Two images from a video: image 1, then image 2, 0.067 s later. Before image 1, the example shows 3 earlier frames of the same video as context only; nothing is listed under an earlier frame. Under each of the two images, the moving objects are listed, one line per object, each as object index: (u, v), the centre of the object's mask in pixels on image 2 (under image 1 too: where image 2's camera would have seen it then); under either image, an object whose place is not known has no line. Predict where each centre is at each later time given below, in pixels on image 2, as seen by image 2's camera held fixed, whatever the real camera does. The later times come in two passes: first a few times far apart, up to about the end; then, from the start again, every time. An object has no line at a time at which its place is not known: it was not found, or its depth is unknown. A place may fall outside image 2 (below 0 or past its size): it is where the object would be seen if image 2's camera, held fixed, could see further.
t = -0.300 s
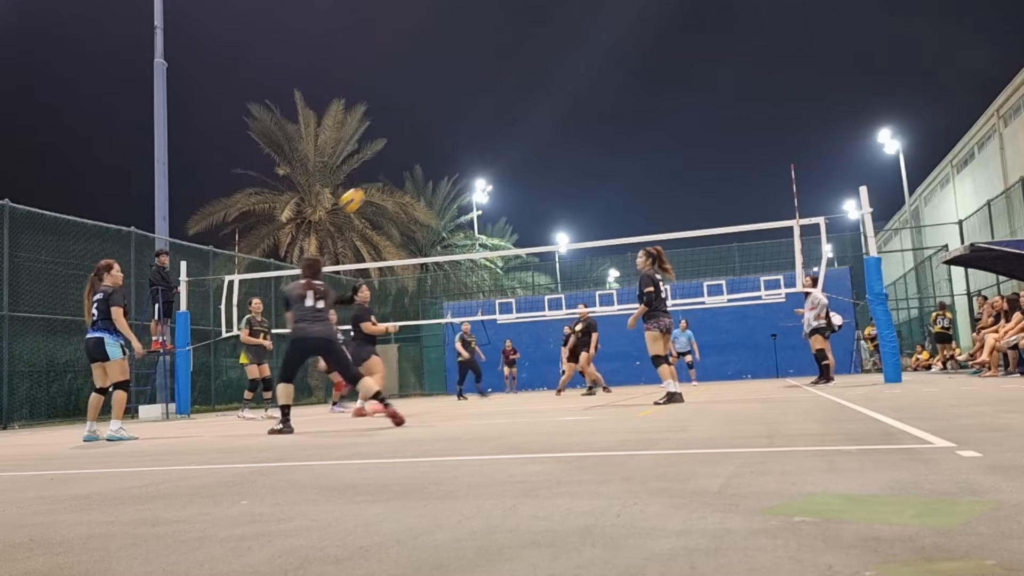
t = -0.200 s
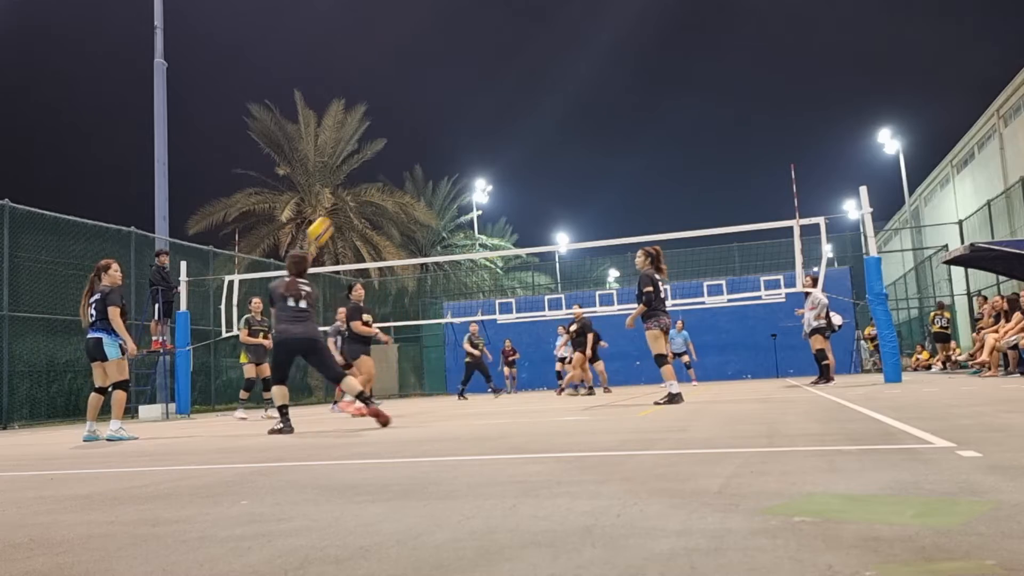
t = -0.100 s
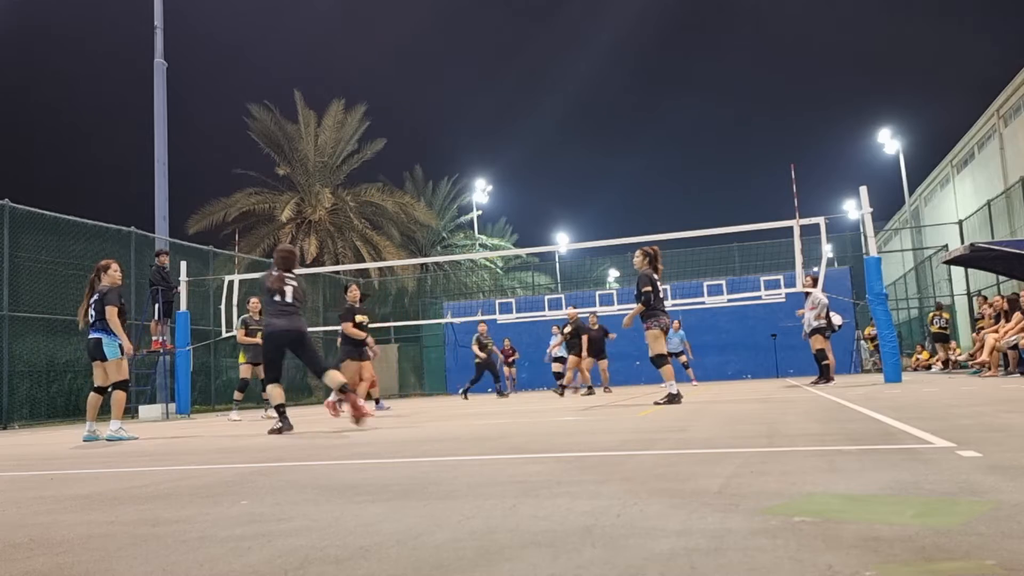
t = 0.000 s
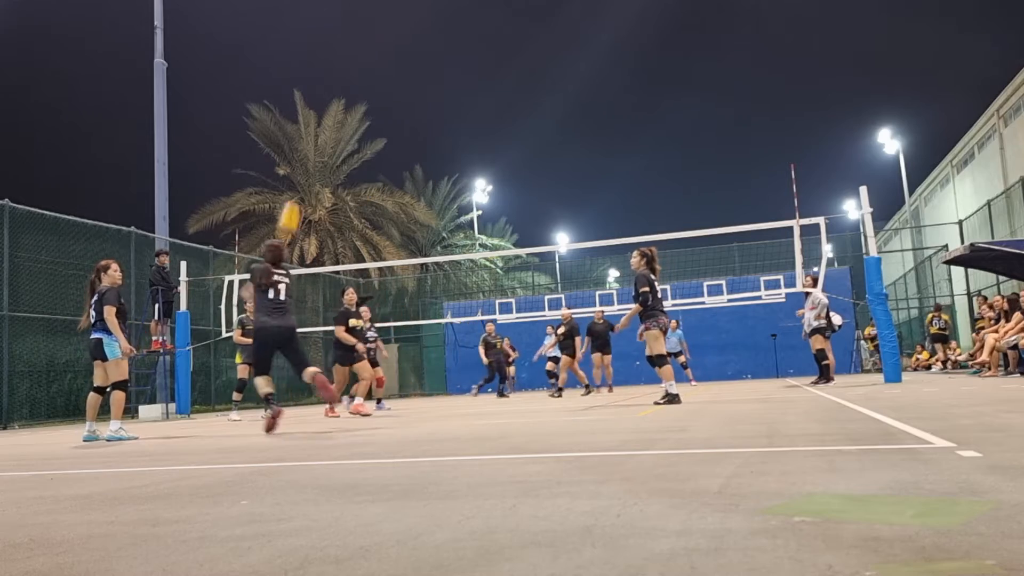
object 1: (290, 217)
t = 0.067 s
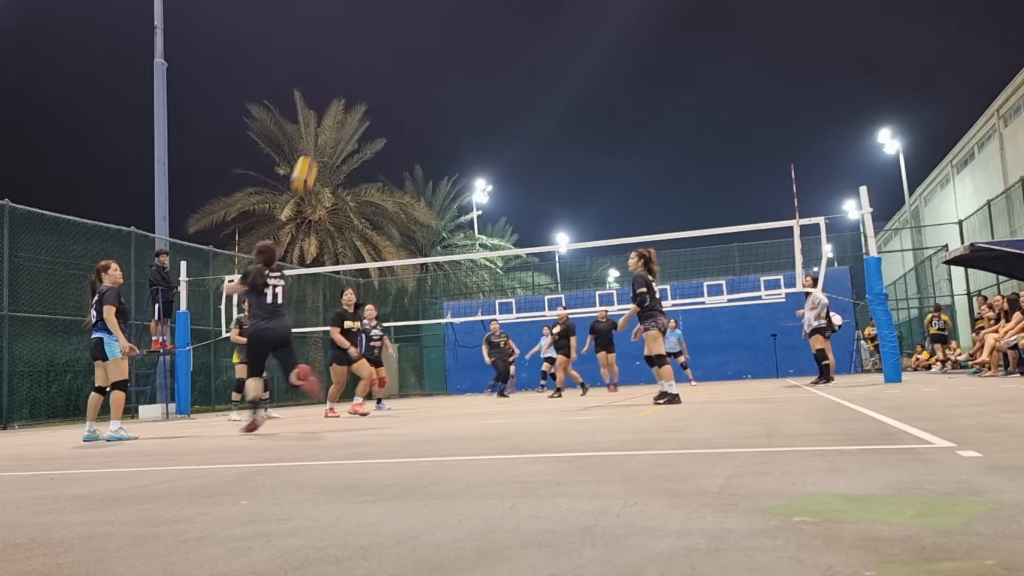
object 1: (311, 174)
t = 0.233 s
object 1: (336, 89)
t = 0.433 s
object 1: (372, 30)
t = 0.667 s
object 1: (401, 14)
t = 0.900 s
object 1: (431, 38)
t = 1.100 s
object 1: (455, 89)
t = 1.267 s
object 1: (473, 150)
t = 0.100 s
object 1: (316, 153)
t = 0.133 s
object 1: (321, 134)
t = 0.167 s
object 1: (325, 115)
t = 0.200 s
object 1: (331, 102)
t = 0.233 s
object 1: (336, 89)
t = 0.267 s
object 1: (346, 73)
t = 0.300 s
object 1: (351, 64)
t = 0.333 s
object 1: (357, 56)
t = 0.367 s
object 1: (361, 46)
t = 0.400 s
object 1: (365, 38)
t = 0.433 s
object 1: (372, 30)
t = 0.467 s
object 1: (373, 27)
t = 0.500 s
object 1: (378, 22)
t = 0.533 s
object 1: (383, 19)
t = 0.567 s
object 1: (392, 17)
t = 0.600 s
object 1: (395, 14)
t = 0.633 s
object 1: (396, 14)
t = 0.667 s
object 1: (401, 14)
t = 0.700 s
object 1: (405, 15)
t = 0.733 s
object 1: (410, 17)
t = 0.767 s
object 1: (414, 19)
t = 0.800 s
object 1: (421, 23)
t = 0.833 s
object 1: (422, 27)
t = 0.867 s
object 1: (426, 32)
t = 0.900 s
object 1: (431, 38)
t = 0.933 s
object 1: (435, 45)
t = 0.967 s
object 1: (439, 52)
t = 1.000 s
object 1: (443, 60)
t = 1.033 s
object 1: (447, 69)
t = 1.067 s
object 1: (451, 79)
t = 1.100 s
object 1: (455, 89)
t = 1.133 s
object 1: (459, 100)
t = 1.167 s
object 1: (463, 112)
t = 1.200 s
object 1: (466, 124)
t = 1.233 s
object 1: (470, 136)
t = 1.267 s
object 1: (473, 150)
